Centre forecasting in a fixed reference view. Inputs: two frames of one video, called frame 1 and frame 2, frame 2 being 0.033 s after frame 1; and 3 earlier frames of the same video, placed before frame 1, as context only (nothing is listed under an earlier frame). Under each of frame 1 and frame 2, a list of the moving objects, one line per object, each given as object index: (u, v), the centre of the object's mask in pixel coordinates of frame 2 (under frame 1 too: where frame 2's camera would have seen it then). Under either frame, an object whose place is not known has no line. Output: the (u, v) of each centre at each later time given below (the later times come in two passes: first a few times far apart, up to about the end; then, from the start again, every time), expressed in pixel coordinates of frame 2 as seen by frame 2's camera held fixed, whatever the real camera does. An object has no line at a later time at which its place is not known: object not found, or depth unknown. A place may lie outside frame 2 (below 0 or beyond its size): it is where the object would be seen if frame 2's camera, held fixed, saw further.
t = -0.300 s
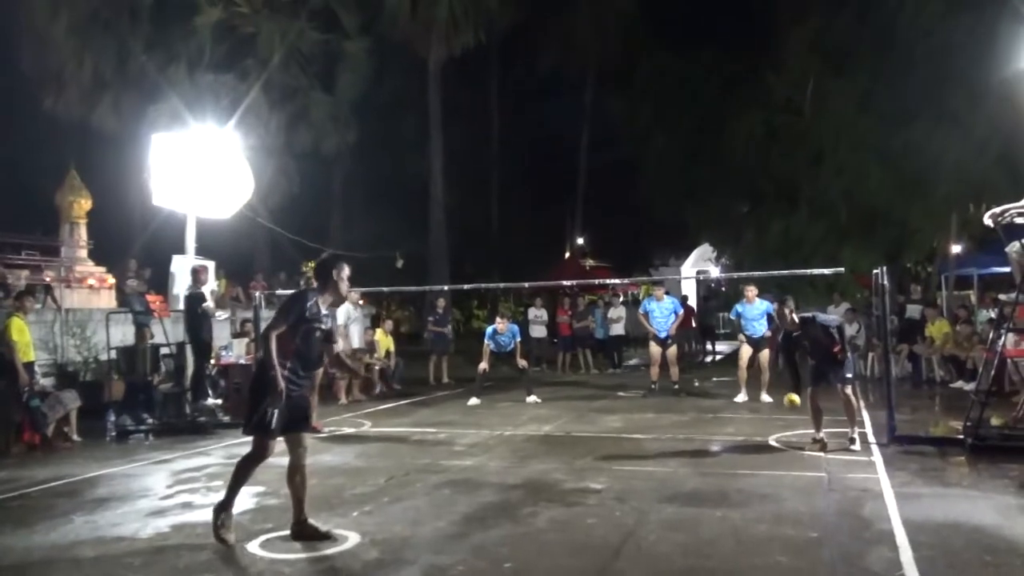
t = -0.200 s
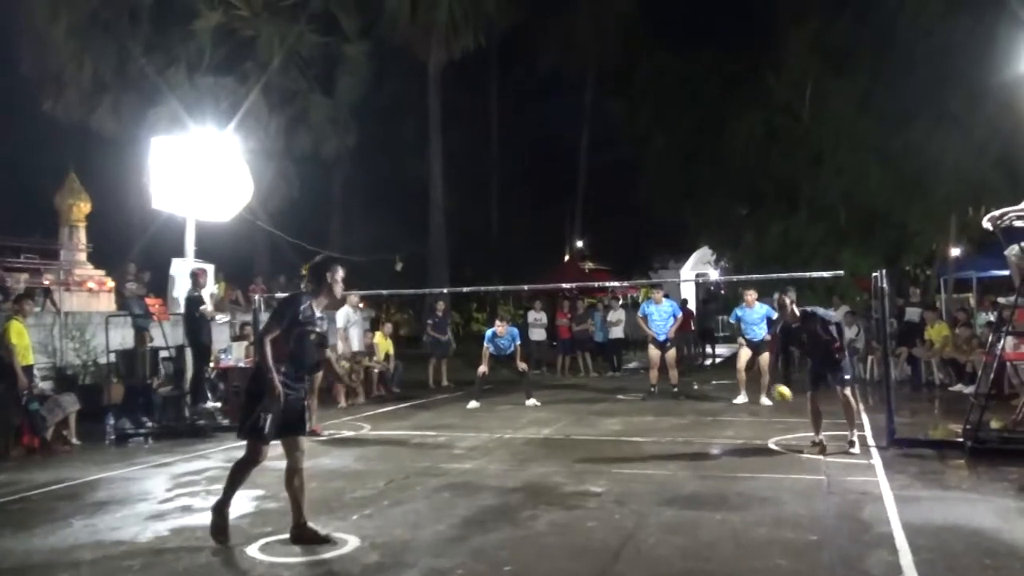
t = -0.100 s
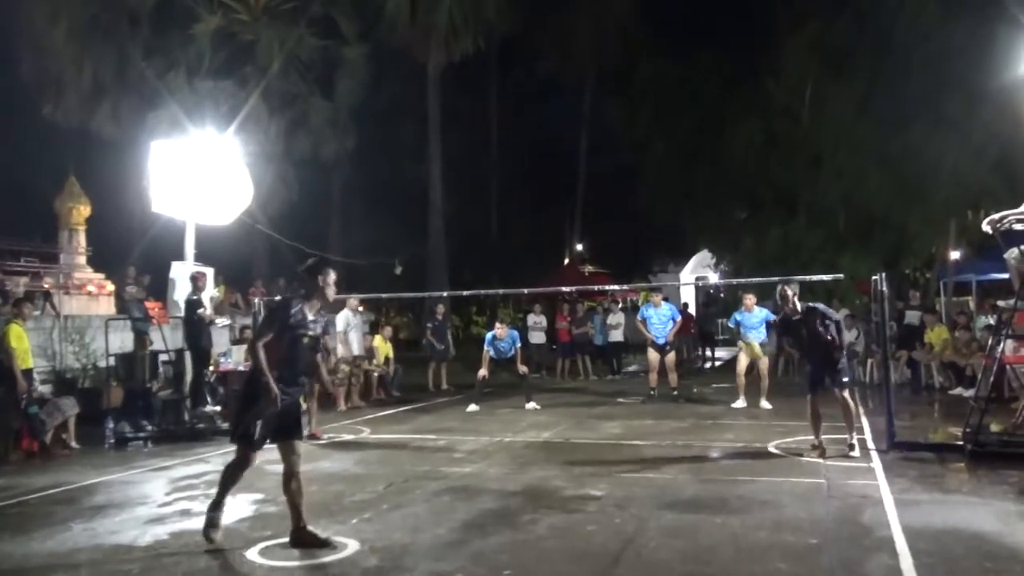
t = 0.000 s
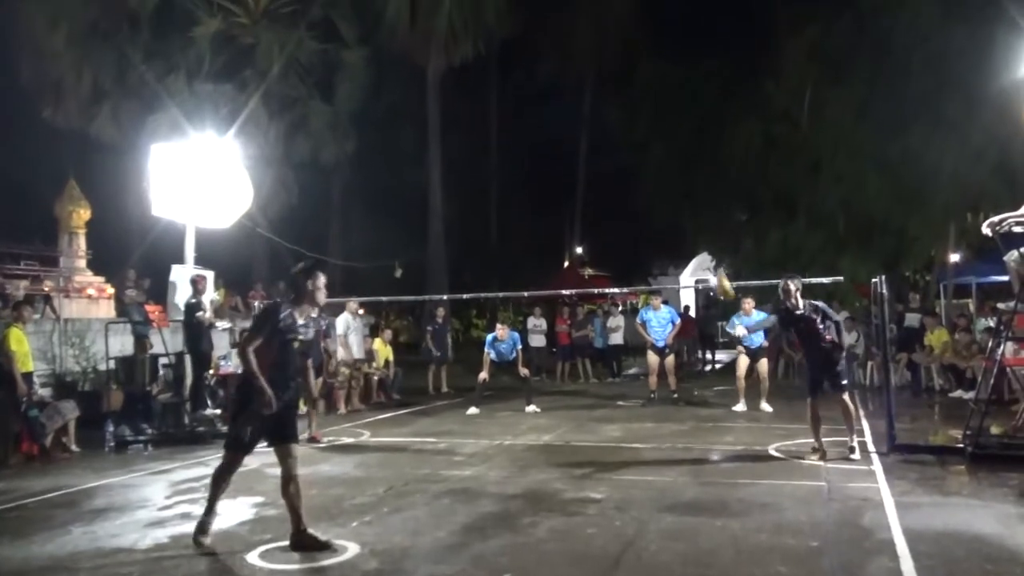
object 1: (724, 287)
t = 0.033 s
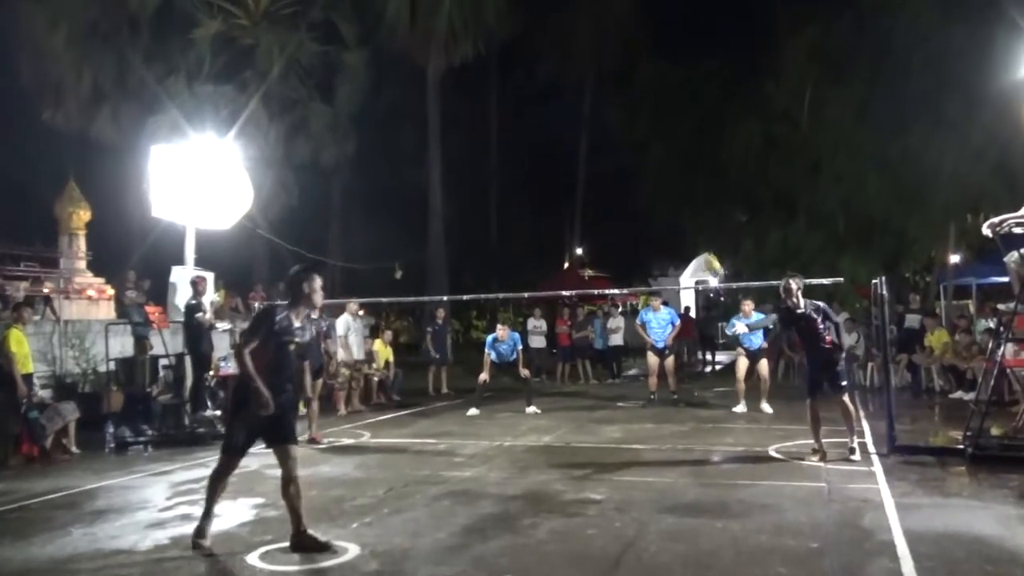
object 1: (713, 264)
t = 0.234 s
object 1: (648, 174)
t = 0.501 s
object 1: (555, 122)
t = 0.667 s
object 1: (491, 140)
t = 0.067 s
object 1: (699, 245)
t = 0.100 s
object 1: (691, 231)
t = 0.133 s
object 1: (680, 215)
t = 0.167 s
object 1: (669, 200)
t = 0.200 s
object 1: (659, 186)
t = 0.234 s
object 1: (648, 174)
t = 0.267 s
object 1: (637, 163)
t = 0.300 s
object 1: (626, 153)
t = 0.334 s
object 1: (614, 144)
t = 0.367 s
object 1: (602, 137)
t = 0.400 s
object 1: (591, 131)
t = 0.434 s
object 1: (579, 126)
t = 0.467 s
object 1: (567, 124)
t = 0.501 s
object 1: (555, 122)
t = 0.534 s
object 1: (542, 123)
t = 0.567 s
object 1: (530, 124)
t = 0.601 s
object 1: (517, 128)
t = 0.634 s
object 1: (504, 133)
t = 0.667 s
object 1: (491, 140)
